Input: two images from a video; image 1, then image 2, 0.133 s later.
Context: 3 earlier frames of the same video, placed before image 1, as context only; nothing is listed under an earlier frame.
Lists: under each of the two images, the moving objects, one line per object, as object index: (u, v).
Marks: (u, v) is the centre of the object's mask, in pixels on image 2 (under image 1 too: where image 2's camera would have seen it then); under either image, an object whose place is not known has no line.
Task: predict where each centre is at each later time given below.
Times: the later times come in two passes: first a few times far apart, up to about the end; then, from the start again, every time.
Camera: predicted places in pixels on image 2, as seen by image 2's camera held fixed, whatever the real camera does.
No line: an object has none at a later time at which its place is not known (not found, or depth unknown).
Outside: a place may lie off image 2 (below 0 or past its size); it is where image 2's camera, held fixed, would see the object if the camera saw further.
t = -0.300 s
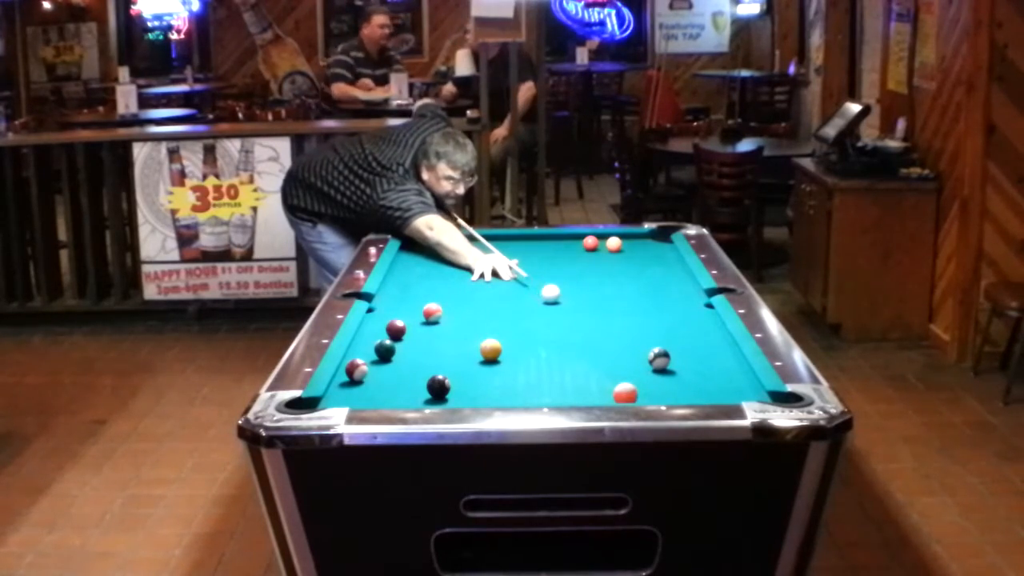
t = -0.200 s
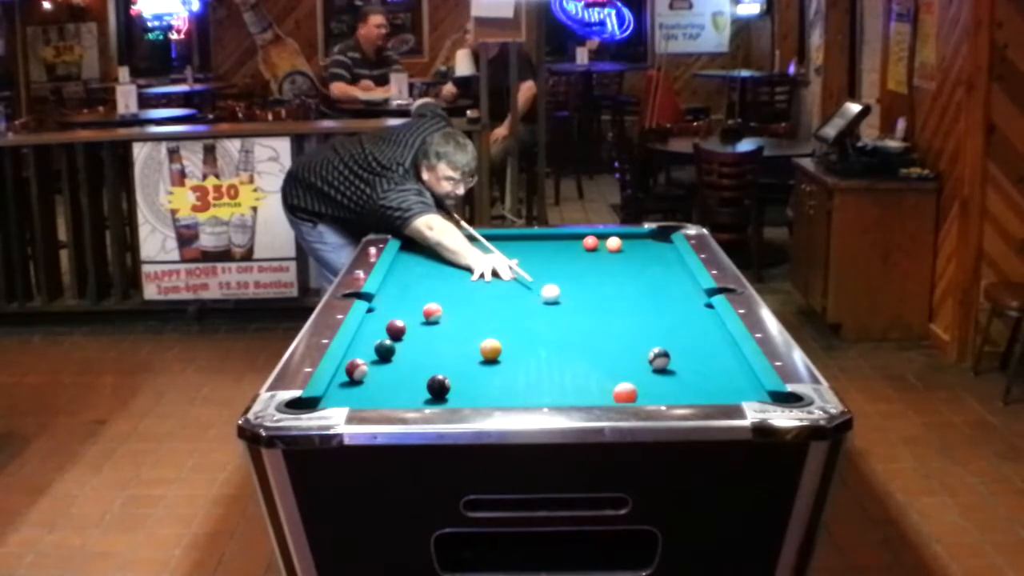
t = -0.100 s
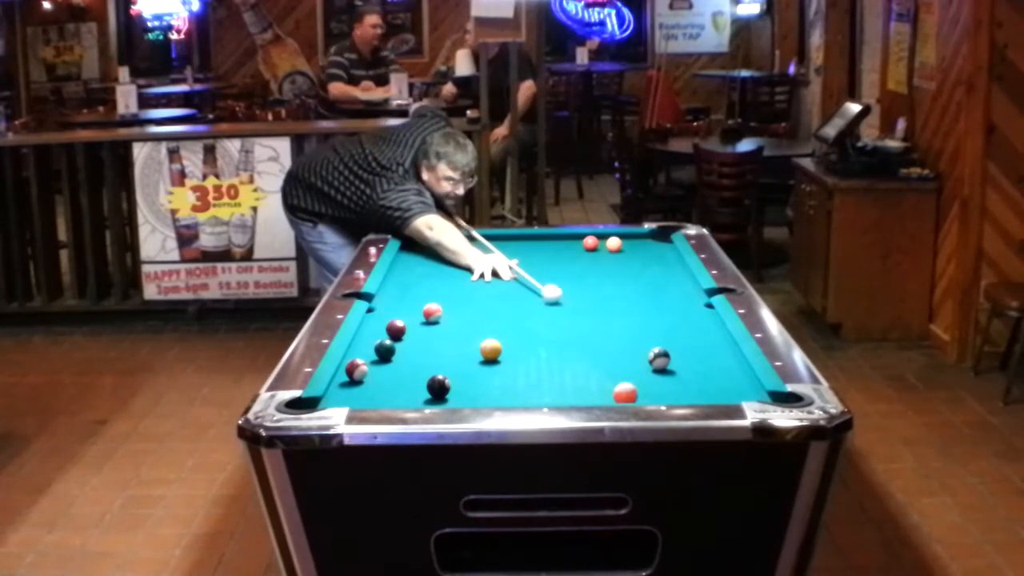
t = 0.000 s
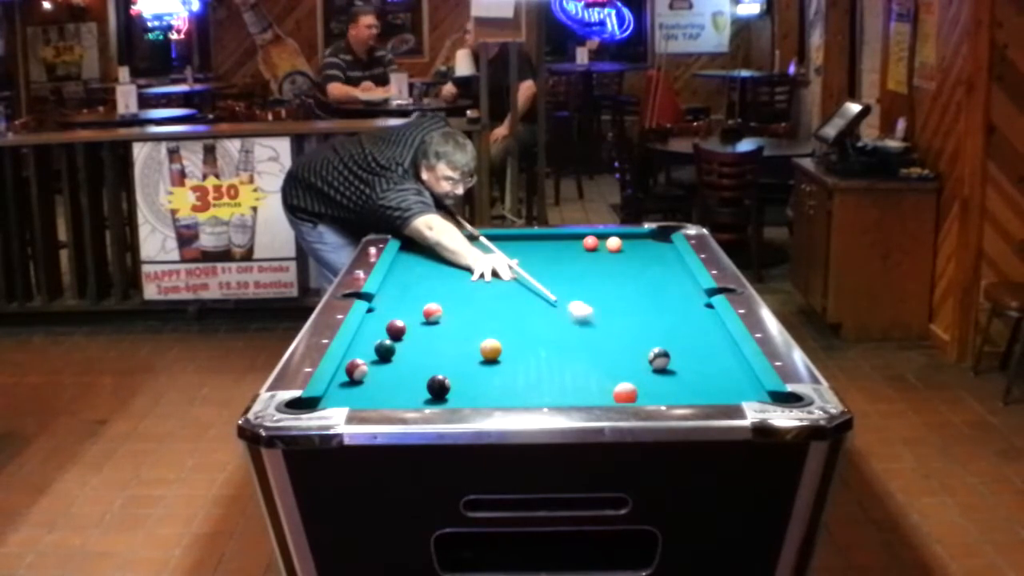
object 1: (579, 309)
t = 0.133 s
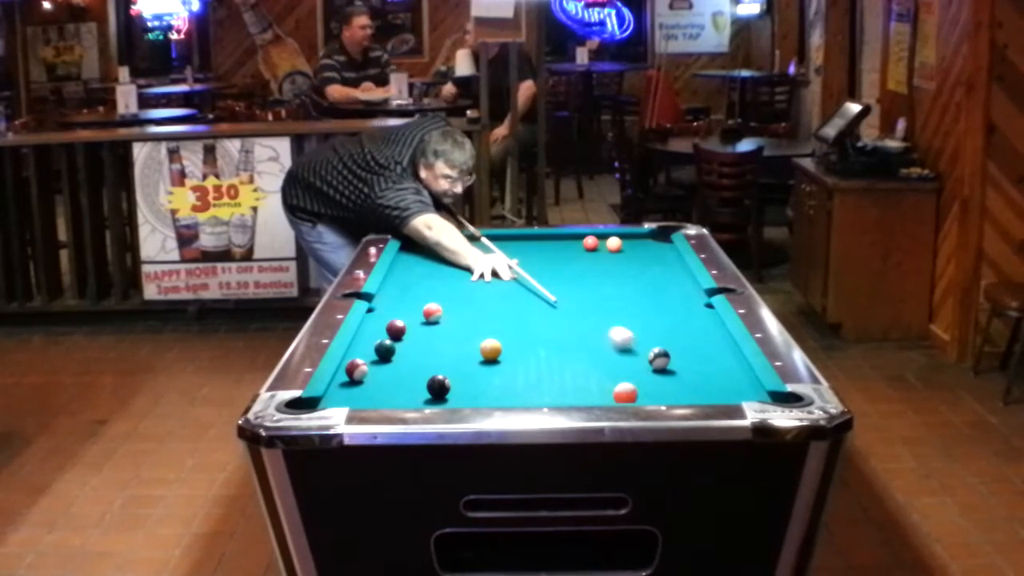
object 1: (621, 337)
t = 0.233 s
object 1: (642, 353)
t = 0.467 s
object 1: (626, 361)
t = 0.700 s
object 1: (613, 370)
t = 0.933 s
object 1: (600, 380)
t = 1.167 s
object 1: (588, 389)
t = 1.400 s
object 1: (576, 394)
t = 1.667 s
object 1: (565, 397)
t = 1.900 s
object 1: (557, 395)
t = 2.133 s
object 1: (552, 393)
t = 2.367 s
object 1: (549, 391)
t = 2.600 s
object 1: (547, 389)
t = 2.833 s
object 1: (545, 387)
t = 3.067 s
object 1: (544, 386)
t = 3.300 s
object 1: (544, 386)
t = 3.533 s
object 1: (544, 386)
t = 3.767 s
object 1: (544, 385)
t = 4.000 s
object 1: (544, 385)
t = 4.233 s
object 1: (544, 385)
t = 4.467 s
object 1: (544, 385)
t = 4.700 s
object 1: (544, 385)
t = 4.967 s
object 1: (544, 386)
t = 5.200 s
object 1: (544, 386)
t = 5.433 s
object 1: (544, 385)
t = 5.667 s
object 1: (544, 386)
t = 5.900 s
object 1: (544, 385)
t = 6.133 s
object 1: (544, 385)
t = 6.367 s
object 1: (544, 386)
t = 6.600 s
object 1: (544, 385)
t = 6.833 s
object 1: (544, 385)
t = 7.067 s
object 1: (544, 385)
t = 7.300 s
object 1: (544, 386)
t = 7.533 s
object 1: (544, 386)
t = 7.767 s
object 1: (544, 386)
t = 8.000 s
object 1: (544, 385)
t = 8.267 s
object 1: (544, 386)
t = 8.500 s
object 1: (544, 386)
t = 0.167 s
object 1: (631, 344)
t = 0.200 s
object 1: (640, 350)
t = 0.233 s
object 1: (642, 353)
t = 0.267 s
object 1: (638, 354)
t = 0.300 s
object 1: (635, 355)
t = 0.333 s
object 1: (634, 356)
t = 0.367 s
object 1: (632, 357)
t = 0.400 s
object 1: (630, 359)
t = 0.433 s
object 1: (628, 360)
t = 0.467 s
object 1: (626, 361)
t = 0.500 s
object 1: (624, 363)
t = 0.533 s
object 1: (622, 364)
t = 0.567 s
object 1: (620, 365)
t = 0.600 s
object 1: (619, 367)
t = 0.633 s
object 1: (617, 368)
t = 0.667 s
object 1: (615, 369)
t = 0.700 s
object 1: (613, 370)
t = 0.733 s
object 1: (611, 372)
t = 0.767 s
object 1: (609, 374)
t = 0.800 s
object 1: (608, 375)
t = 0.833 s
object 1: (606, 376)
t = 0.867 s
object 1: (604, 377)
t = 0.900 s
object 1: (602, 379)
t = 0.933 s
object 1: (600, 380)
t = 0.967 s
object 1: (599, 381)
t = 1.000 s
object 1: (597, 382)
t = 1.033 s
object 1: (595, 383)
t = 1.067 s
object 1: (593, 385)
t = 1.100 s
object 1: (591, 386)
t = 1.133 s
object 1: (590, 387)
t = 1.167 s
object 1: (588, 389)
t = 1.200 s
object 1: (586, 390)
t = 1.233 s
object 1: (584, 391)
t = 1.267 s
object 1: (583, 391)
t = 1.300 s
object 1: (581, 392)
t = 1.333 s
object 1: (579, 393)
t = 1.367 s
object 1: (578, 394)
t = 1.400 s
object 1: (576, 394)
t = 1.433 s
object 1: (575, 395)
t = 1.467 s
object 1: (573, 396)
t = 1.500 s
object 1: (570, 396)
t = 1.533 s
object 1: (569, 397)
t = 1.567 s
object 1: (568, 397)
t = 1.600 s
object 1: (568, 397)
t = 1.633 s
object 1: (566, 397)
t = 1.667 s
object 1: (565, 397)
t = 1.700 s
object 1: (564, 397)
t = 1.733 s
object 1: (562, 397)
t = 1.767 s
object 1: (561, 396)
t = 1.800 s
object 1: (560, 396)
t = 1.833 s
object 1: (559, 396)
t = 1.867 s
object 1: (558, 395)
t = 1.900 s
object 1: (557, 395)
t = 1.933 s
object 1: (556, 394)
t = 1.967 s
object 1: (555, 394)
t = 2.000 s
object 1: (555, 394)
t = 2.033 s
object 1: (554, 394)
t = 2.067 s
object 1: (553, 393)
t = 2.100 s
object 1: (553, 393)
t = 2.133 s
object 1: (552, 393)
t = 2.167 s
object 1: (552, 392)
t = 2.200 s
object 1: (551, 392)
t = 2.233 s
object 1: (551, 392)
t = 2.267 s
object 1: (550, 392)
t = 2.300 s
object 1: (550, 391)
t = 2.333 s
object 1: (549, 391)
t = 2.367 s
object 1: (549, 391)
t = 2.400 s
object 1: (549, 391)
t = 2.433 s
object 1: (548, 390)
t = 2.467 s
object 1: (548, 390)
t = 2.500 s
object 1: (548, 389)
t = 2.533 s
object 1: (547, 389)
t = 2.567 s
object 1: (547, 389)
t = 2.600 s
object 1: (547, 389)
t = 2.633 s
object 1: (547, 389)
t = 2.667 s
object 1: (546, 388)
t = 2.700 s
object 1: (546, 388)
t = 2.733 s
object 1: (546, 388)
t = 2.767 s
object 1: (545, 387)
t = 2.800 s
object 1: (545, 387)
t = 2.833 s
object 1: (545, 387)
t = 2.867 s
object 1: (544, 387)
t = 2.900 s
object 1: (544, 386)
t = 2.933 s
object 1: (544, 386)
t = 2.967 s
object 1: (544, 386)
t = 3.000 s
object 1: (544, 386)
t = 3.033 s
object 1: (544, 386)
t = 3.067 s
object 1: (544, 386)
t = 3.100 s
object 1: (544, 386)
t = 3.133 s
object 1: (544, 386)
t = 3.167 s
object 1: (544, 386)
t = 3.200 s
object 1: (544, 386)
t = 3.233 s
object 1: (544, 386)
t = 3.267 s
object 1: (544, 386)
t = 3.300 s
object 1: (544, 386)
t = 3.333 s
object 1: (544, 386)
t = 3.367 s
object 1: (544, 386)
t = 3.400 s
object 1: (544, 386)
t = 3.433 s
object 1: (544, 386)
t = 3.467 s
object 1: (544, 386)
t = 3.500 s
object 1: (544, 386)
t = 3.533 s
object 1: (544, 386)
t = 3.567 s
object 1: (544, 386)
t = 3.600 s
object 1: (544, 386)
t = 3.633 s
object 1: (544, 386)
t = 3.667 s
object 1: (544, 386)
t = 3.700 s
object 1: (544, 386)
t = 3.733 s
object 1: (544, 386)
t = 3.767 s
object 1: (544, 385)
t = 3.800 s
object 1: (544, 385)
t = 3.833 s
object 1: (544, 386)
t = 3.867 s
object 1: (544, 385)
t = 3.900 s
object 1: (544, 385)
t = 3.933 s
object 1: (544, 385)
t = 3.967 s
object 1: (544, 385)
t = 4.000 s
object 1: (544, 385)
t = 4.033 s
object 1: (544, 385)
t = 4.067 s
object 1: (544, 385)
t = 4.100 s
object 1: (544, 385)
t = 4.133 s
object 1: (544, 385)
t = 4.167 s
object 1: (544, 385)
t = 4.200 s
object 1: (544, 385)
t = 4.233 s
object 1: (544, 385)
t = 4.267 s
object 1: (544, 385)
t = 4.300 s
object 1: (544, 385)
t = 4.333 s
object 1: (544, 385)
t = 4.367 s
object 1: (544, 385)
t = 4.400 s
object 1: (544, 385)
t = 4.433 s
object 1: (544, 385)
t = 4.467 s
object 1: (544, 385)
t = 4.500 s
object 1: (544, 385)
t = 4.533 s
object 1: (544, 385)
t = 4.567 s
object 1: (544, 385)
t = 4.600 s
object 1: (544, 385)
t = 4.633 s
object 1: (544, 385)
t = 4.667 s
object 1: (544, 386)
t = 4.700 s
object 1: (544, 385)
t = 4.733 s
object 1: (544, 385)
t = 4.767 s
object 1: (544, 385)
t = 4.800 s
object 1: (544, 385)
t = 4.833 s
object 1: (544, 385)
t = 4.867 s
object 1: (544, 385)
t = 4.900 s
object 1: (544, 385)
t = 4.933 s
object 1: (544, 385)
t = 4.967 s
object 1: (544, 386)
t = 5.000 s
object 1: (544, 386)
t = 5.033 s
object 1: (544, 386)
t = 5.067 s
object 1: (544, 386)
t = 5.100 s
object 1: (544, 386)
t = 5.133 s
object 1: (544, 386)
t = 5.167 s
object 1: (544, 386)
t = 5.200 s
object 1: (544, 386)
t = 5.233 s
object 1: (544, 386)
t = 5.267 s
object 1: (544, 386)
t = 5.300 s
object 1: (544, 385)
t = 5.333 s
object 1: (544, 385)
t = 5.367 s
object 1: (544, 386)
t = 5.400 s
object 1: (544, 385)
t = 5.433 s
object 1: (544, 385)
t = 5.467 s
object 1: (544, 385)
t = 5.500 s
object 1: (544, 386)
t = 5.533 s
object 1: (544, 386)
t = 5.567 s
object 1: (544, 385)
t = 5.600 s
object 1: (544, 385)
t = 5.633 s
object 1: (544, 386)
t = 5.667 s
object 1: (544, 386)
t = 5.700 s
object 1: (544, 386)
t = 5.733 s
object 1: (544, 386)
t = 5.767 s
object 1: (544, 386)
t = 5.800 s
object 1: (544, 385)
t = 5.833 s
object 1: (544, 385)
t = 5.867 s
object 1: (544, 386)
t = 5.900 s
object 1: (544, 385)
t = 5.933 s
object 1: (544, 385)
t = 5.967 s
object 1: (544, 385)
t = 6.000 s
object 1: (544, 385)
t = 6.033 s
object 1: (544, 385)
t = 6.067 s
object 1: (544, 386)
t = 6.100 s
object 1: (544, 386)
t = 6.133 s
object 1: (544, 385)
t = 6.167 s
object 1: (544, 385)
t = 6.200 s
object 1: (544, 385)
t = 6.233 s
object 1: (544, 386)
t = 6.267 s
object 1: (544, 386)
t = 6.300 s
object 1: (544, 386)
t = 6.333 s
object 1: (544, 386)
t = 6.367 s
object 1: (544, 386)
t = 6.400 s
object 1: (544, 386)
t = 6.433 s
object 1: (544, 386)
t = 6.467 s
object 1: (544, 385)
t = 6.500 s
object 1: (544, 385)
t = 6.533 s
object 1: (544, 386)
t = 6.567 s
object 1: (544, 386)
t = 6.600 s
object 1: (544, 385)
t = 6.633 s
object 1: (544, 385)
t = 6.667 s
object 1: (544, 385)
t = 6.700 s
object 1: (544, 385)
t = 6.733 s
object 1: (544, 385)
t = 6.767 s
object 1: (544, 385)
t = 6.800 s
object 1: (544, 385)
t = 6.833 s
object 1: (544, 385)
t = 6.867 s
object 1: (544, 385)
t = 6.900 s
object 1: (544, 385)
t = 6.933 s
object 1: (544, 385)
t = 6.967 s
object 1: (544, 386)
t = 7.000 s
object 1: (544, 385)
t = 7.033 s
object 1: (544, 385)
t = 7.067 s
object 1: (544, 385)
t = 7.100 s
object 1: (544, 386)
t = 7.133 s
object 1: (544, 385)
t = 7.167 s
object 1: (544, 385)
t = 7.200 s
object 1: (544, 385)
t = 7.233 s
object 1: (544, 385)
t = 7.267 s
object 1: (544, 385)
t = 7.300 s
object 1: (544, 386)
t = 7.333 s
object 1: (544, 386)
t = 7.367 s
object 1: (544, 386)
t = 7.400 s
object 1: (544, 386)
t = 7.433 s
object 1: (544, 386)
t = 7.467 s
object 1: (544, 386)
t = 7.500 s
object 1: (544, 386)
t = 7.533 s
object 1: (544, 386)
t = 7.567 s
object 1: (544, 386)
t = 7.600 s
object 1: (544, 386)
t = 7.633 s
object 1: (544, 386)
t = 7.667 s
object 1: (544, 386)
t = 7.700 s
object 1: (544, 385)
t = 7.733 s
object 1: (544, 386)
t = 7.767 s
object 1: (544, 386)
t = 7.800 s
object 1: (544, 385)
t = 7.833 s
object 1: (544, 385)
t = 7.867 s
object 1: (544, 386)
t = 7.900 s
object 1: (544, 386)
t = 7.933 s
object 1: (544, 385)
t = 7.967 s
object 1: (544, 385)
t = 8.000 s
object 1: (544, 385)
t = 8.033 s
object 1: (544, 386)
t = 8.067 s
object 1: (544, 386)
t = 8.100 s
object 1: (544, 386)
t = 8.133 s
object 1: (544, 386)
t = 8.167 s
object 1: (544, 385)
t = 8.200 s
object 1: (544, 385)
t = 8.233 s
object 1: (544, 386)
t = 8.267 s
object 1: (544, 386)
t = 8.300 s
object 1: (544, 386)
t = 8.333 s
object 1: (544, 385)
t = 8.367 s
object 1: (544, 385)
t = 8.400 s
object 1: (544, 386)
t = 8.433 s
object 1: (544, 386)
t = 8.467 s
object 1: (544, 386)
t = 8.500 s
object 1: (544, 386)
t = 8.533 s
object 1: (544, 386)
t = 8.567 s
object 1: (544, 386)
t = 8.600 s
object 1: (544, 386)
